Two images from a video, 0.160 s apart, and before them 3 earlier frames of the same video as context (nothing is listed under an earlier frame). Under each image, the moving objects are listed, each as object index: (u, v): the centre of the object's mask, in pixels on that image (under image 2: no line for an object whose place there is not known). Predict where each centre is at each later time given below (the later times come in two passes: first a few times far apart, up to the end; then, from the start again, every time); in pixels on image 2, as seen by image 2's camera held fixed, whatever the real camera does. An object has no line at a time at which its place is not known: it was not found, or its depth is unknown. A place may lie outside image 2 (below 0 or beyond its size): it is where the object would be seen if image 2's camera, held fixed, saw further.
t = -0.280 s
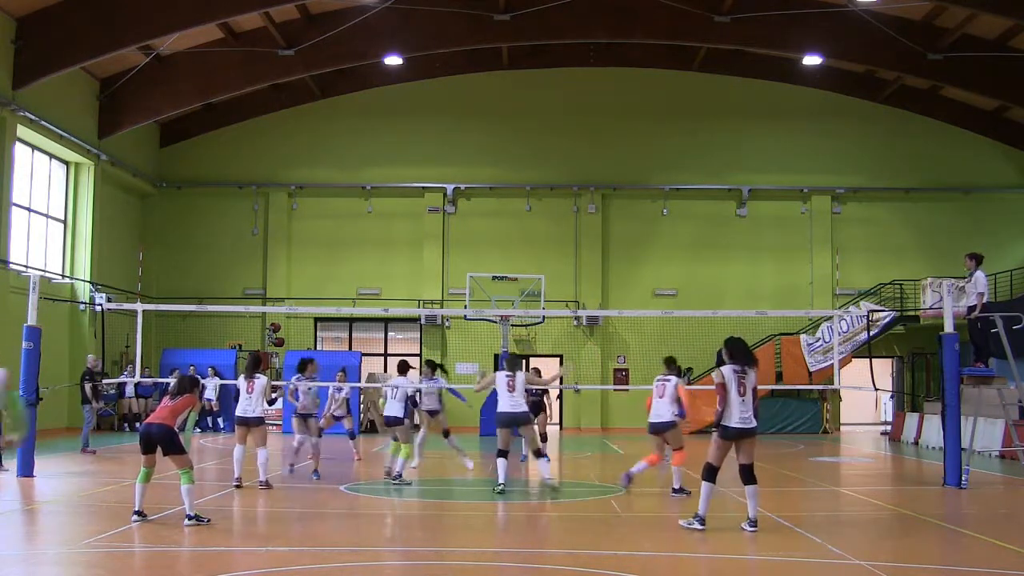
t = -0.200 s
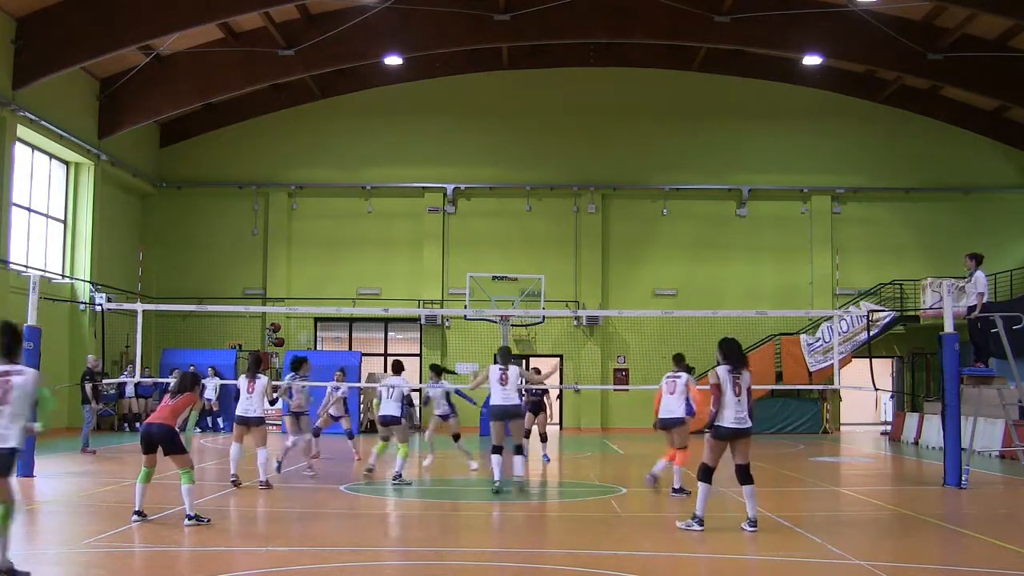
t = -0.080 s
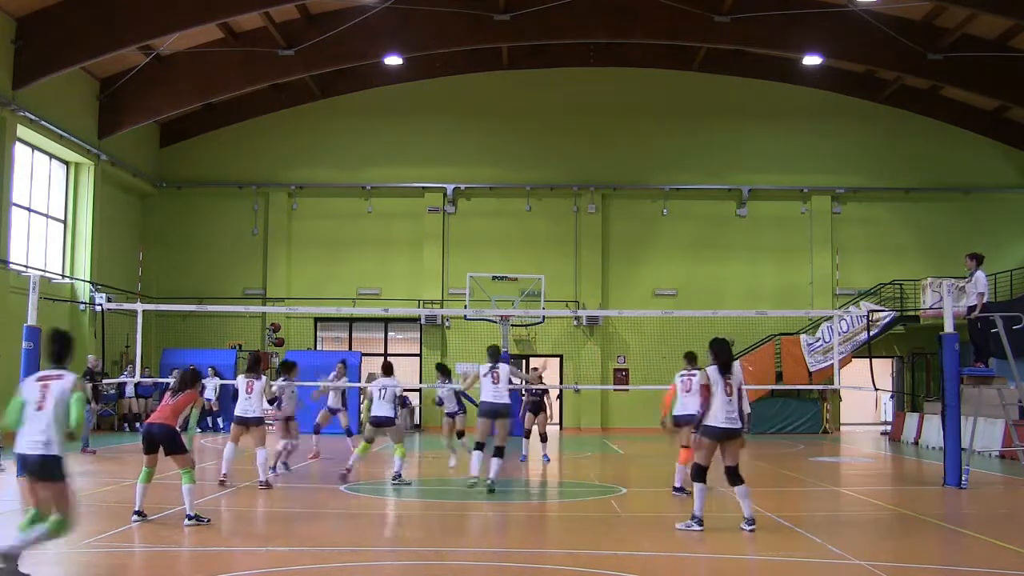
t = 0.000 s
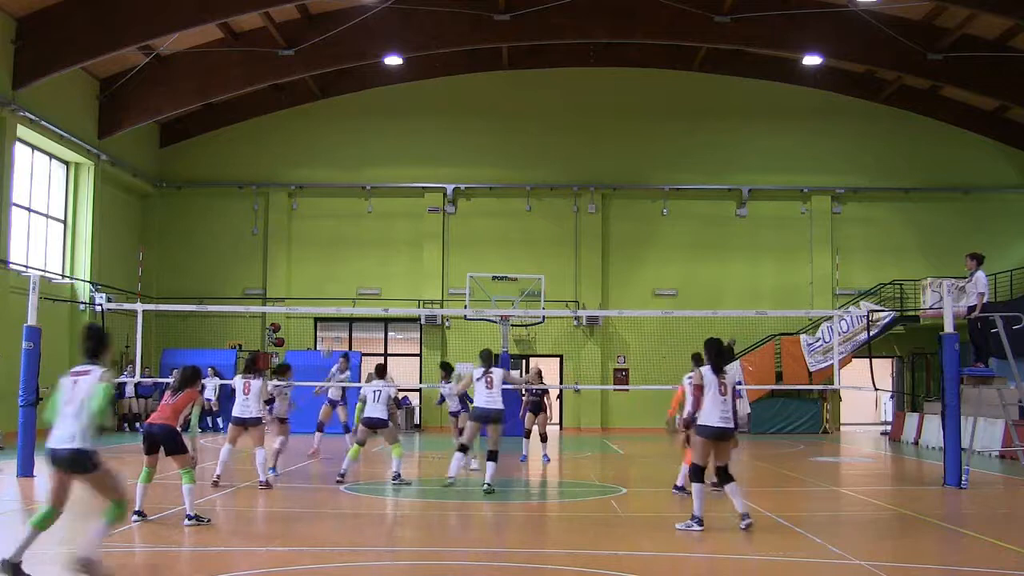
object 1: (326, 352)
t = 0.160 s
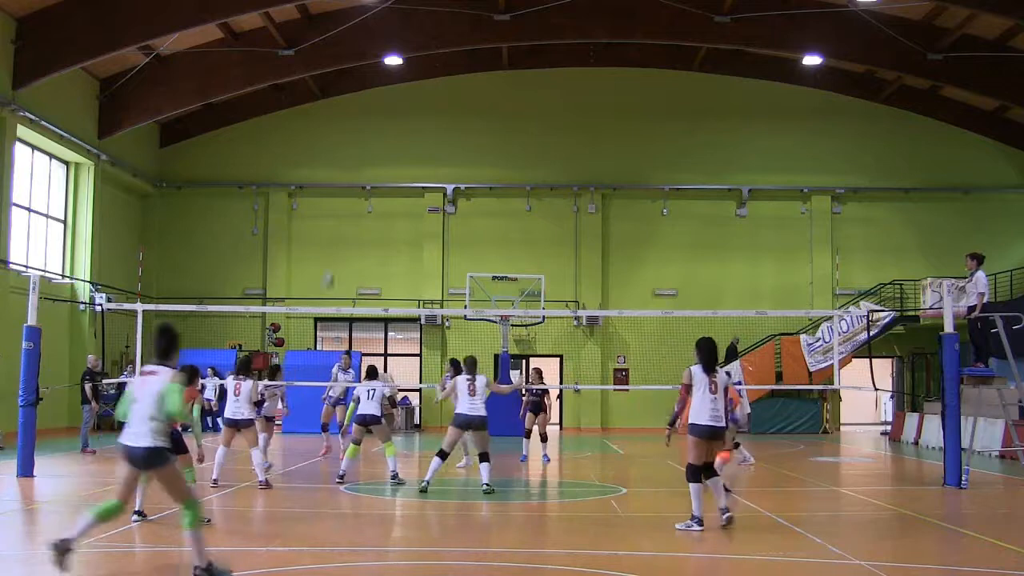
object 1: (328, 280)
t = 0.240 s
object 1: (328, 249)
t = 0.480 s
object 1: (327, 182)
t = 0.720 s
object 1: (327, 148)
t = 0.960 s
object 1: (327, 145)
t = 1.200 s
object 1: (324, 179)
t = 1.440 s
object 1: (321, 257)
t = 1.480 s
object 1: (321, 275)
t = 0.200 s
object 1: (328, 265)
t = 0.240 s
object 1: (328, 249)
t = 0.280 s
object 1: (328, 237)
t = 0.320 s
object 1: (330, 223)
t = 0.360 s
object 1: (326, 211)
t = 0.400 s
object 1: (328, 201)
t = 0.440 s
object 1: (328, 191)
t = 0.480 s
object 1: (327, 182)
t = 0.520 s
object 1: (329, 172)
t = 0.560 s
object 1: (327, 166)
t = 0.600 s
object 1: (327, 160)
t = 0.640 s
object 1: (327, 155)
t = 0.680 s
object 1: (328, 150)
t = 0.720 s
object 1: (327, 148)
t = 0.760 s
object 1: (327, 146)
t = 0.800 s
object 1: (328, 144)
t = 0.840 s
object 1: (328, 143)
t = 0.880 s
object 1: (327, 143)
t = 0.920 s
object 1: (328, 144)
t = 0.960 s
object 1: (327, 145)
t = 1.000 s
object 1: (326, 149)
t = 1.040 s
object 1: (326, 153)
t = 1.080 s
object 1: (325, 158)
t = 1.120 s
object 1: (325, 164)
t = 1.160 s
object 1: (325, 172)
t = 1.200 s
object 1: (324, 179)
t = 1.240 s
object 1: (325, 190)
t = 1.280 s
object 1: (324, 201)
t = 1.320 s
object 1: (324, 213)
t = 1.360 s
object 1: (322, 225)
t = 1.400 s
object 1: (324, 239)
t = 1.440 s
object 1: (321, 257)
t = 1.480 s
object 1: (321, 275)
